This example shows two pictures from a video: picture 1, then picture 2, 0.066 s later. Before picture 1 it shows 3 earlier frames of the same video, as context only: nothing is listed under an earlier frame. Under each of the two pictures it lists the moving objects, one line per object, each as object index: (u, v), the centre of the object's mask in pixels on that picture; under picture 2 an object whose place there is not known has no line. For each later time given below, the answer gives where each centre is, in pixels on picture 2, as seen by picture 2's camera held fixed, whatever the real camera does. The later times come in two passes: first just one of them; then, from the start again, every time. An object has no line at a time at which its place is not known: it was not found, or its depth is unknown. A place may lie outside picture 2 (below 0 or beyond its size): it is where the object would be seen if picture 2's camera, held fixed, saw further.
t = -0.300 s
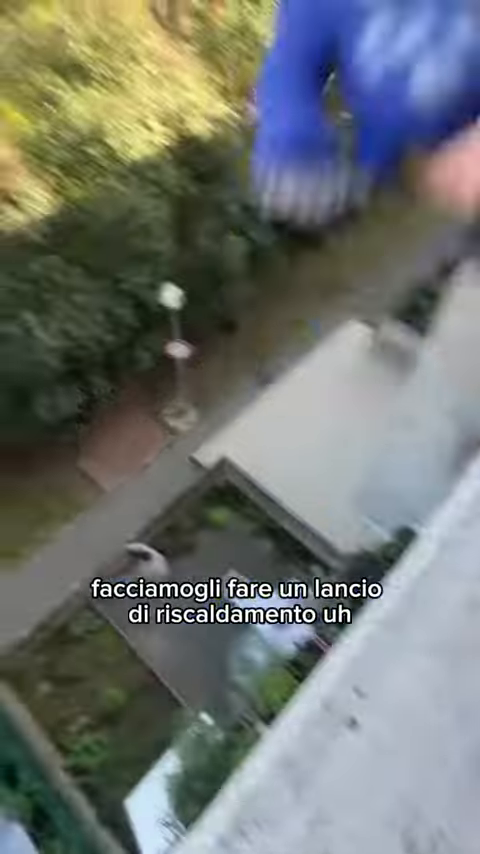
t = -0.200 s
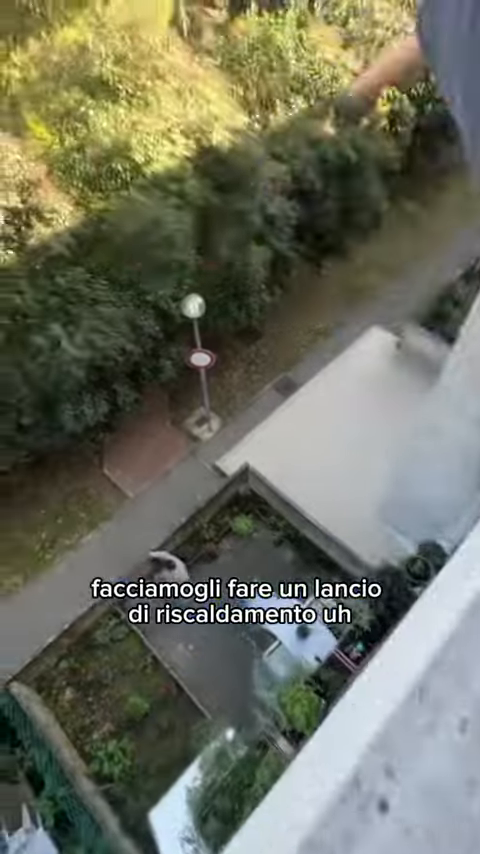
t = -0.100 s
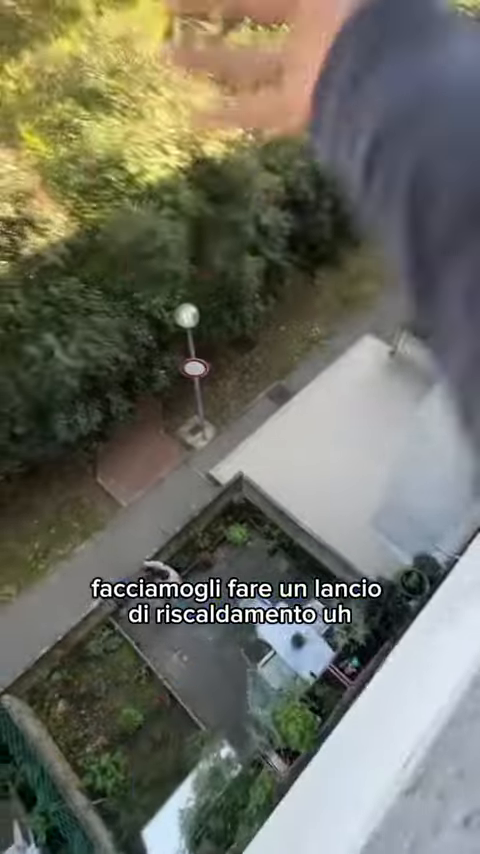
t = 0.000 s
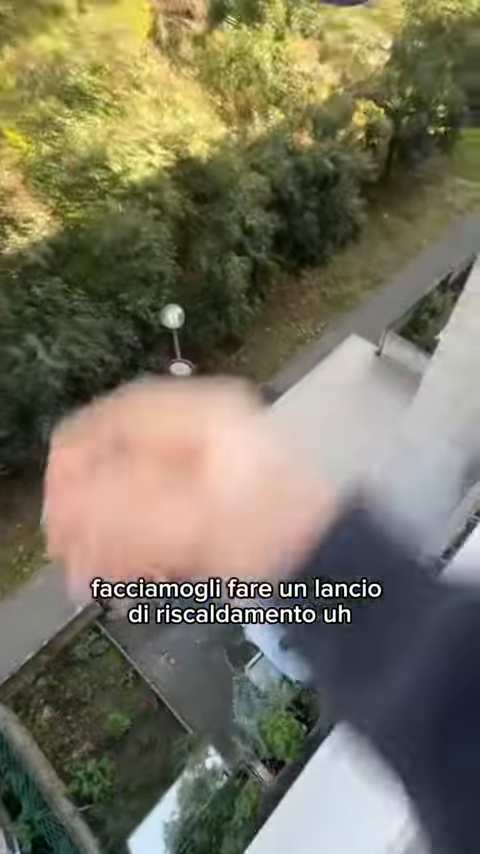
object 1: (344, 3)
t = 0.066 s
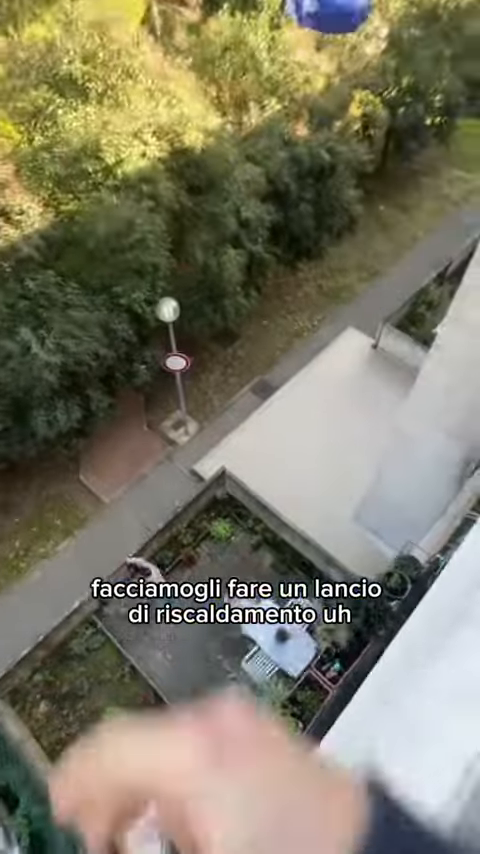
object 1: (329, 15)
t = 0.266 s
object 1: (308, 148)
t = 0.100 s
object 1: (327, 35)
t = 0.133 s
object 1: (323, 59)
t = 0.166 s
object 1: (320, 83)
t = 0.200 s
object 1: (317, 105)
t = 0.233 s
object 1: (314, 126)
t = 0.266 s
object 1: (308, 148)
